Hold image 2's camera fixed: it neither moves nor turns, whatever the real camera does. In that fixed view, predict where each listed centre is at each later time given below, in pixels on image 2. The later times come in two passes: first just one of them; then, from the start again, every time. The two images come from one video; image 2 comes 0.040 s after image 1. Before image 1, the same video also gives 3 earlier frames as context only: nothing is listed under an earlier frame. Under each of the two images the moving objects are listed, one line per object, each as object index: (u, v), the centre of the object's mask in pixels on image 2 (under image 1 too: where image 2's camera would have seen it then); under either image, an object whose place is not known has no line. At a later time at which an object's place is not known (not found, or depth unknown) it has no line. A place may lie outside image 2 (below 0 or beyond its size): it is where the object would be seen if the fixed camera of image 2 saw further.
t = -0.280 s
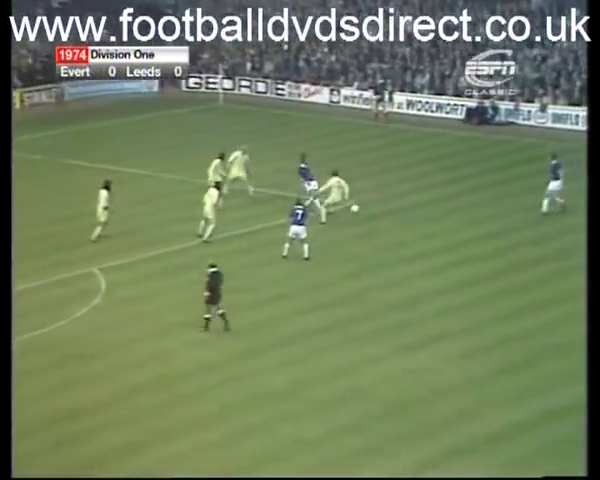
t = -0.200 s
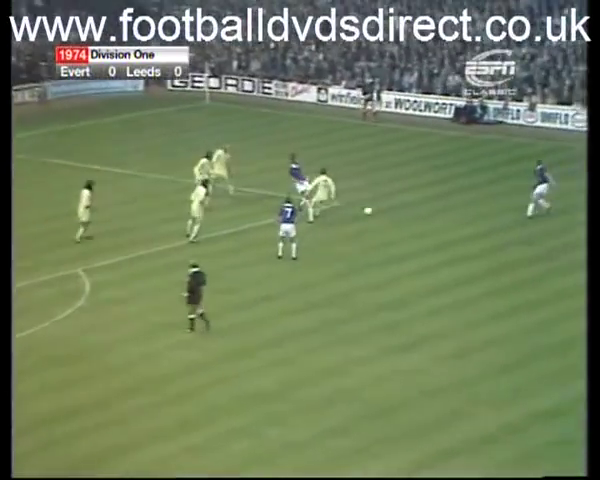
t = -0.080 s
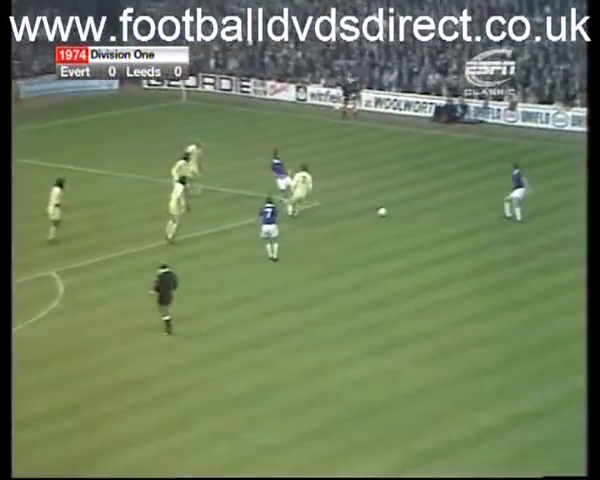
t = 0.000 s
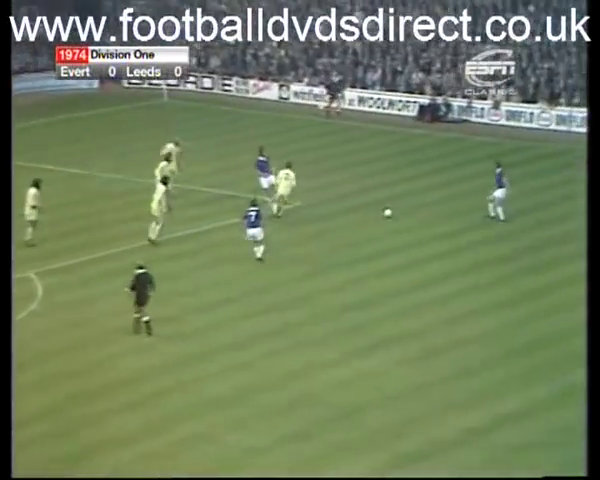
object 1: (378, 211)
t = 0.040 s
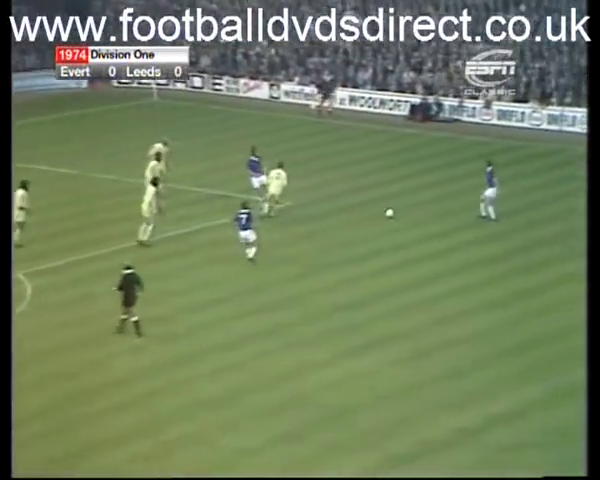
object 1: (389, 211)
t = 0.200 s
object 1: (425, 212)
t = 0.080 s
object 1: (398, 211)
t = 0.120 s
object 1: (406, 210)
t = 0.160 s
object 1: (416, 211)
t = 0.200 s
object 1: (425, 212)
